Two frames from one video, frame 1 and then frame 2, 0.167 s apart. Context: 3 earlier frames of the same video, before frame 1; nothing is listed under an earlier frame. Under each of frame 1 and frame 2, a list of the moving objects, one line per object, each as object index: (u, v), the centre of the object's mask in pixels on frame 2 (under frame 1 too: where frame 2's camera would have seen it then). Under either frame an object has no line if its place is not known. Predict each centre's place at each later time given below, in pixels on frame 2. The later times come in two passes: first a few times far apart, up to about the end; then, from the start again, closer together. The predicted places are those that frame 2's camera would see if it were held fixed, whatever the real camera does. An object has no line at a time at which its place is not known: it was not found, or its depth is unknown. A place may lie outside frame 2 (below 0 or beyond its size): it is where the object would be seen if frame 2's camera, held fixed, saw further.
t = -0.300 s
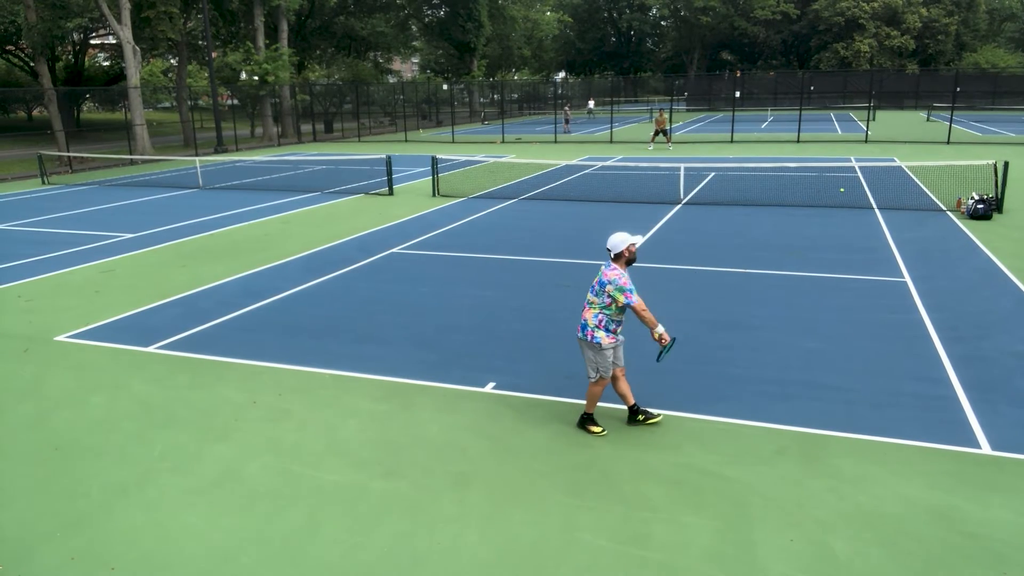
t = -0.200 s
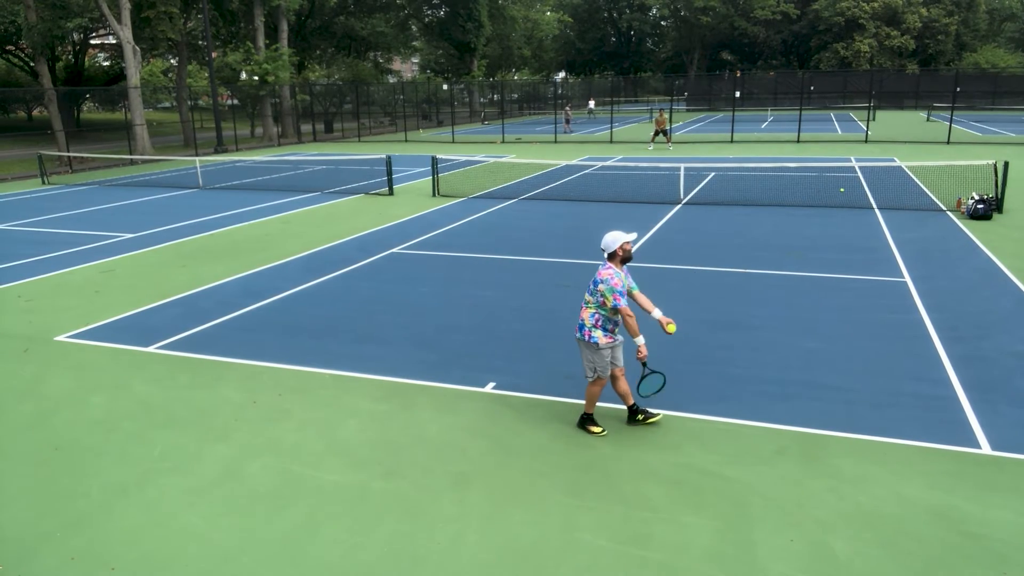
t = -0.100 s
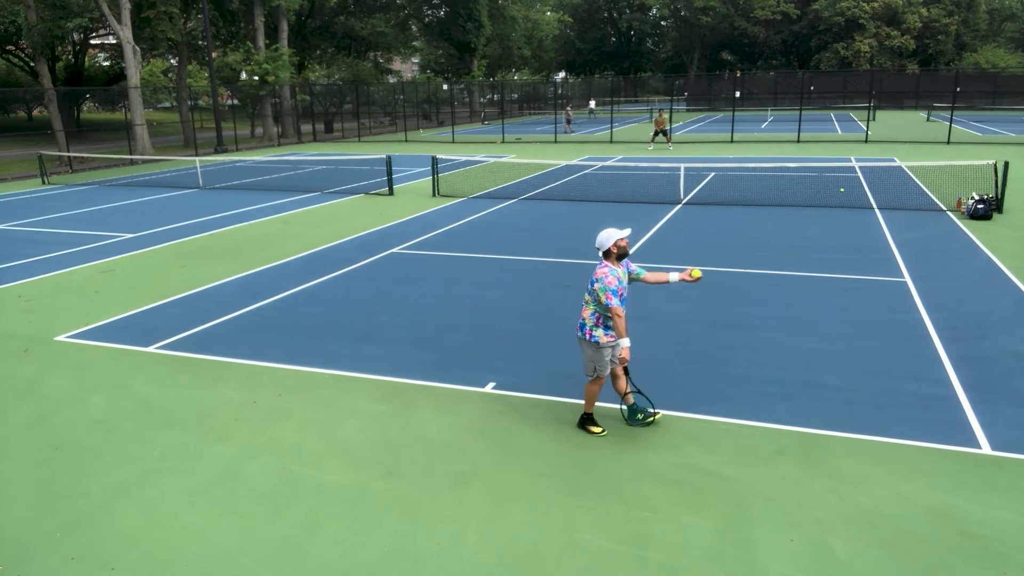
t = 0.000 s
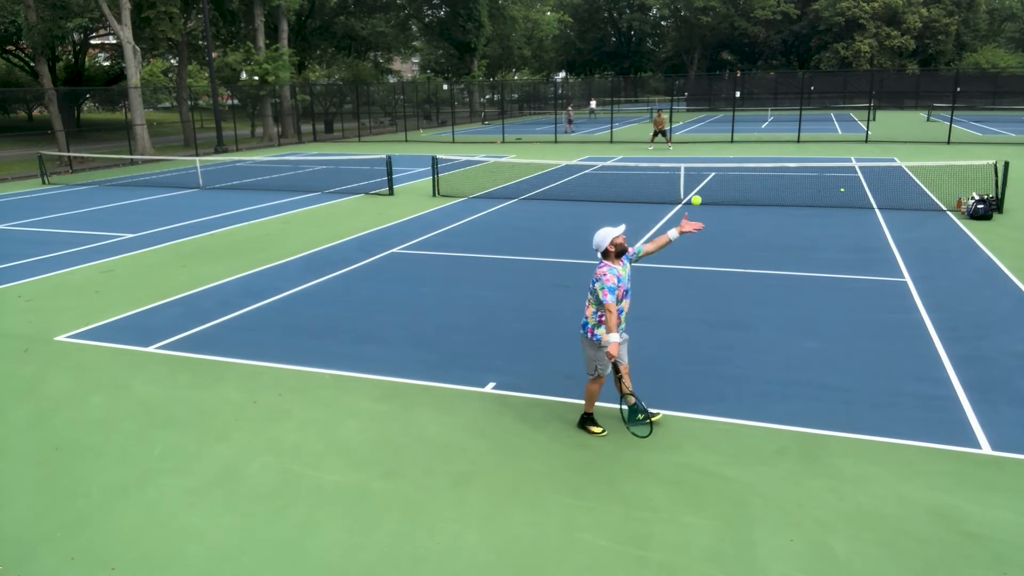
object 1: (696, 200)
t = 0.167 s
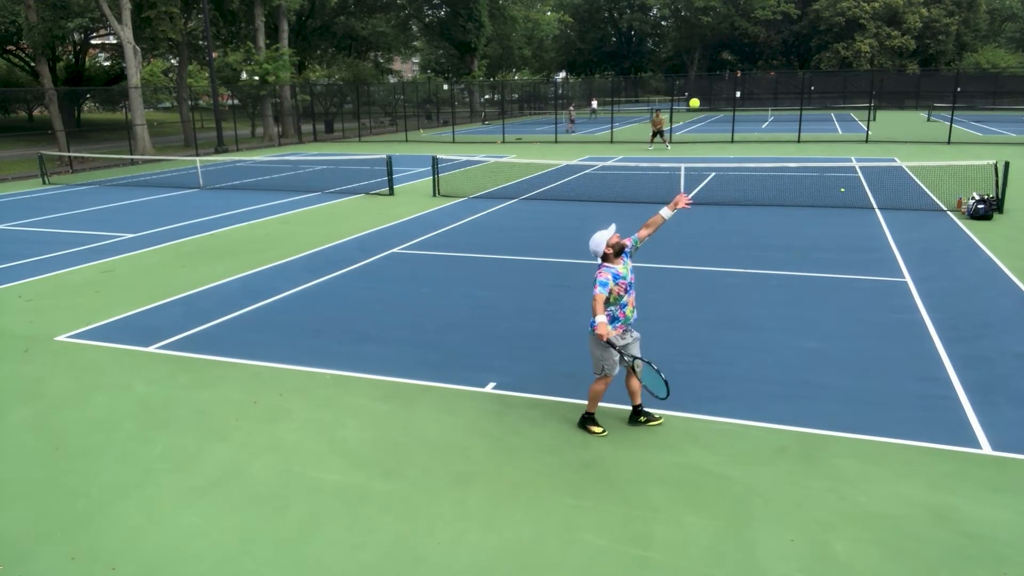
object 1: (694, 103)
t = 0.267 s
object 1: (692, 63)
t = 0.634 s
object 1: (679, 40)
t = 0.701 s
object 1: (676, 56)
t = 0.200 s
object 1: (693, 88)
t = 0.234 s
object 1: (693, 74)
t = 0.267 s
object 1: (692, 63)
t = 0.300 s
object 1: (691, 53)
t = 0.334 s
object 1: (690, 44)
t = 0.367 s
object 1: (689, 37)
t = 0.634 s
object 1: (679, 40)
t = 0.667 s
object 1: (677, 47)
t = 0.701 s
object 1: (676, 56)
